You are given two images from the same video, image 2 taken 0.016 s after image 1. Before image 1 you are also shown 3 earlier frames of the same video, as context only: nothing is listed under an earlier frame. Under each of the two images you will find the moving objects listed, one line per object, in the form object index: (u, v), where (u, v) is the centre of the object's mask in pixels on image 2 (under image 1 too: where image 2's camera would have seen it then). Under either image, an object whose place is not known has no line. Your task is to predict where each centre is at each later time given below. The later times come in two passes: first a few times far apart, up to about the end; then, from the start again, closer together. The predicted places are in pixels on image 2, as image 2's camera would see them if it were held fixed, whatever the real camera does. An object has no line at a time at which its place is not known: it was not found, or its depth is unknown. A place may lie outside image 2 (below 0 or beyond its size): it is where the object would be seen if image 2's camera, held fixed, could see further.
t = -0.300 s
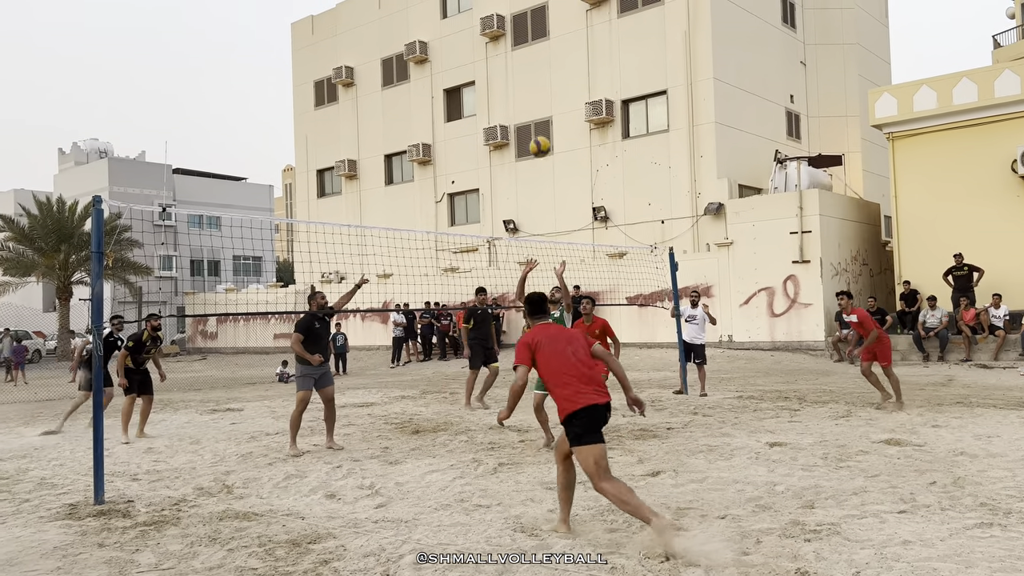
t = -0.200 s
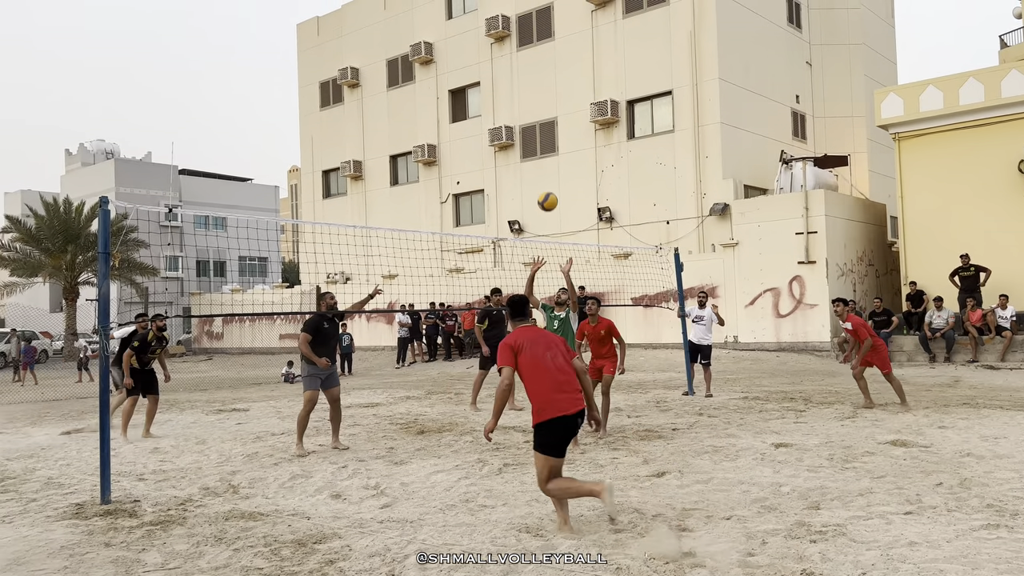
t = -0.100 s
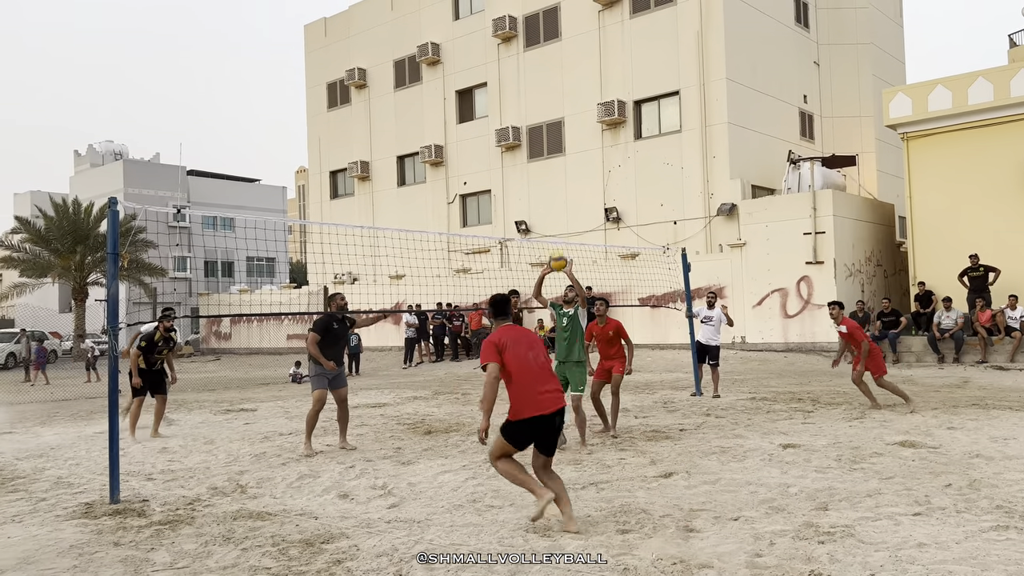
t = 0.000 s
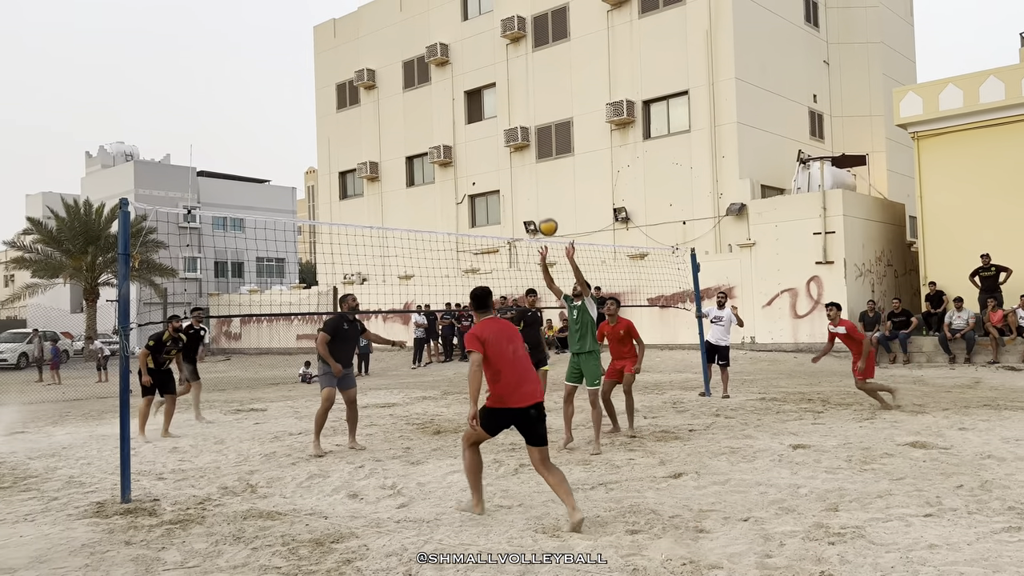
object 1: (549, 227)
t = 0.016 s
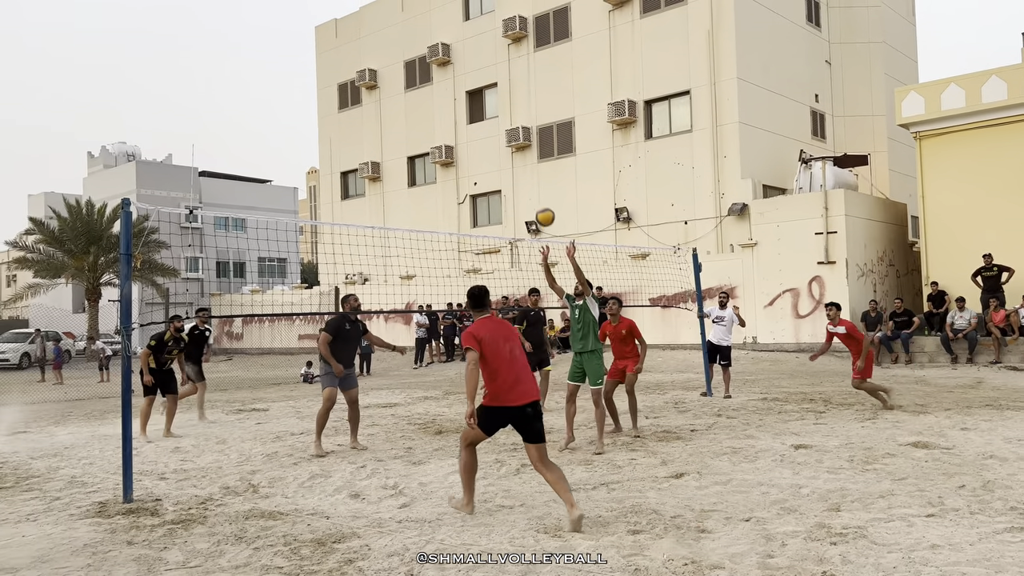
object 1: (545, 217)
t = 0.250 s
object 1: (482, 105)
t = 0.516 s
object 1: (413, 41)
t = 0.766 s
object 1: (349, 46)
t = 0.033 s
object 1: (540, 207)
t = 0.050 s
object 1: (536, 198)
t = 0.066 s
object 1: (531, 189)
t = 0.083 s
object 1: (527, 180)
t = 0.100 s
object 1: (523, 171)
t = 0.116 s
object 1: (518, 163)
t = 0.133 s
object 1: (514, 155)
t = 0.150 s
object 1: (508, 147)
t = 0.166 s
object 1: (504, 139)
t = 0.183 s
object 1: (500, 132)
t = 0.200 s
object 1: (495, 125)
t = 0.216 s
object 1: (491, 118)
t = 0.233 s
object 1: (486, 111)
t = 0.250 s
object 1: (482, 105)
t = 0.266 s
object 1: (478, 99)
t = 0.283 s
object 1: (473, 93)
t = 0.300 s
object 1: (469, 88)
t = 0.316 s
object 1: (465, 82)
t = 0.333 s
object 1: (460, 77)
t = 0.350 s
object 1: (456, 73)
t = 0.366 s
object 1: (452, 68)
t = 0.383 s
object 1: (448, 64)
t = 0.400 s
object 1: (443, 60)
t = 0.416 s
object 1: (439, 57)
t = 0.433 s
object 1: (435, 54)
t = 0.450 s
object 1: (431, 51)
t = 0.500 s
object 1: (417, 43)
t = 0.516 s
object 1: (413, 41)
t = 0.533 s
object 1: (409, 39)
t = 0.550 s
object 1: (405, 38)
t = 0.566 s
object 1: (401, 37)
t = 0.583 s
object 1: (396, 36)
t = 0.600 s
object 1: (392, 36)
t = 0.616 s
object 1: (388, 36)
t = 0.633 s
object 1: (384, 36)
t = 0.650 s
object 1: (380, 36)
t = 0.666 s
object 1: (375, 37)
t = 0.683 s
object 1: (371, 37)
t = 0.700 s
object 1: (366, 38)
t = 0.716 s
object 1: (362, 40)
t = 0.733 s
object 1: (358, 41)
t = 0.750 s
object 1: (353, 44)
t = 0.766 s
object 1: (349, 46)
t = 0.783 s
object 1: (345, 48)
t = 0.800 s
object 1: (341, 51)
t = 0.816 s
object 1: (336, 54)
